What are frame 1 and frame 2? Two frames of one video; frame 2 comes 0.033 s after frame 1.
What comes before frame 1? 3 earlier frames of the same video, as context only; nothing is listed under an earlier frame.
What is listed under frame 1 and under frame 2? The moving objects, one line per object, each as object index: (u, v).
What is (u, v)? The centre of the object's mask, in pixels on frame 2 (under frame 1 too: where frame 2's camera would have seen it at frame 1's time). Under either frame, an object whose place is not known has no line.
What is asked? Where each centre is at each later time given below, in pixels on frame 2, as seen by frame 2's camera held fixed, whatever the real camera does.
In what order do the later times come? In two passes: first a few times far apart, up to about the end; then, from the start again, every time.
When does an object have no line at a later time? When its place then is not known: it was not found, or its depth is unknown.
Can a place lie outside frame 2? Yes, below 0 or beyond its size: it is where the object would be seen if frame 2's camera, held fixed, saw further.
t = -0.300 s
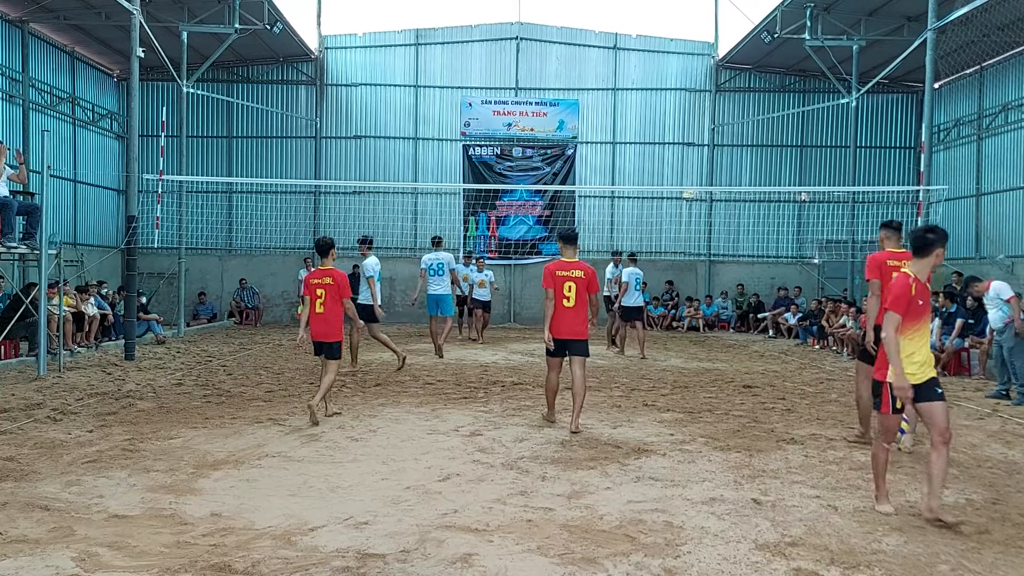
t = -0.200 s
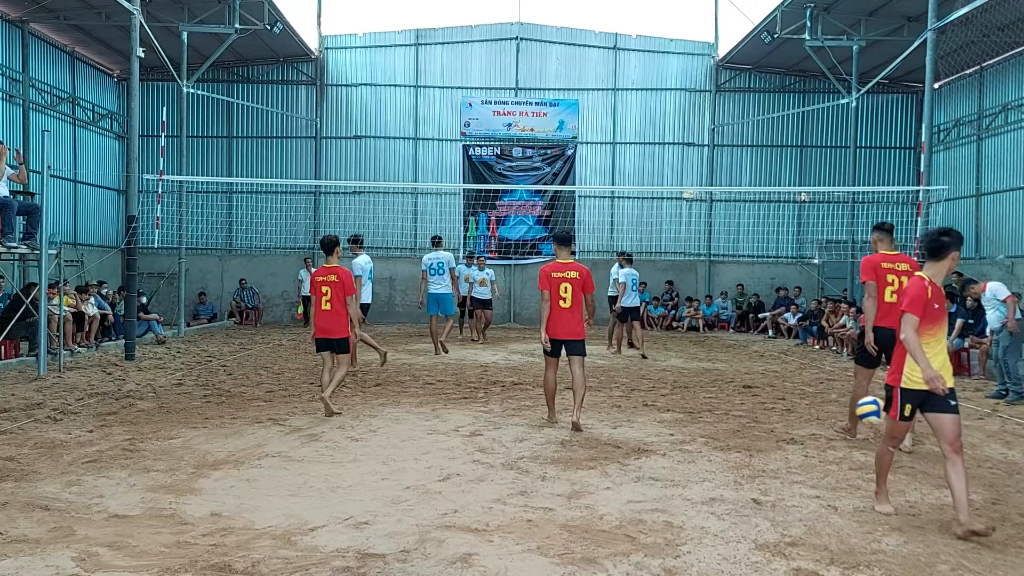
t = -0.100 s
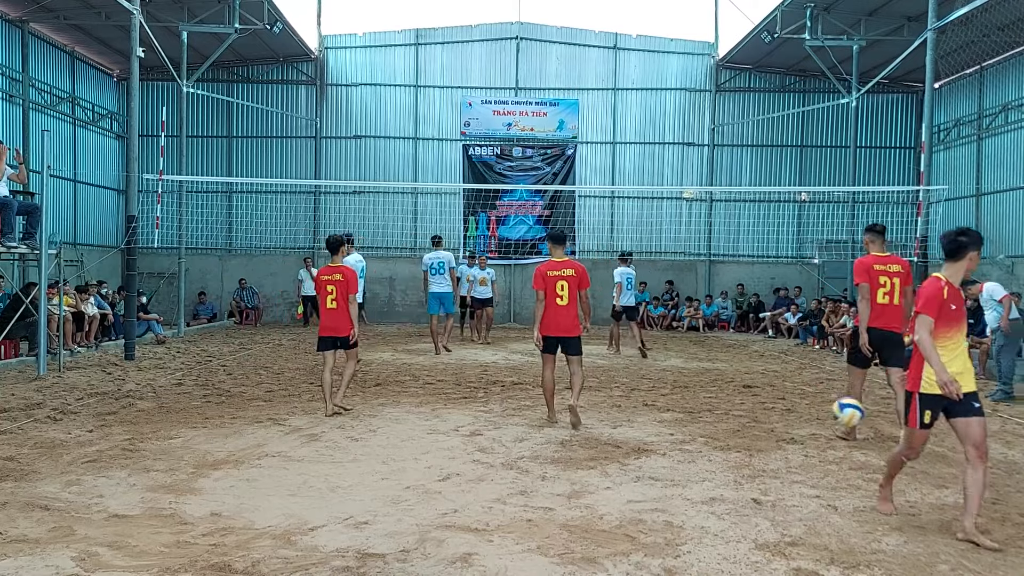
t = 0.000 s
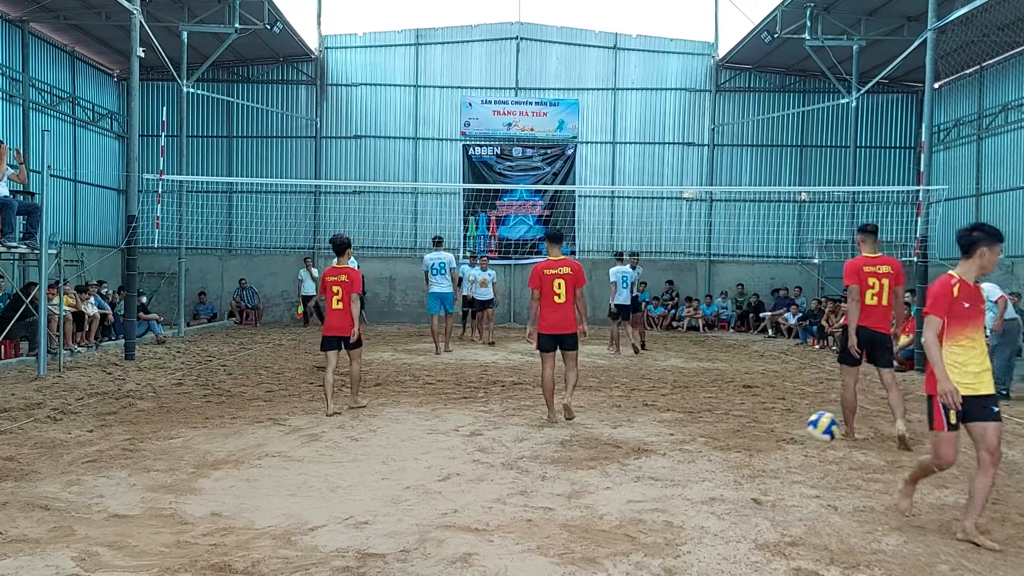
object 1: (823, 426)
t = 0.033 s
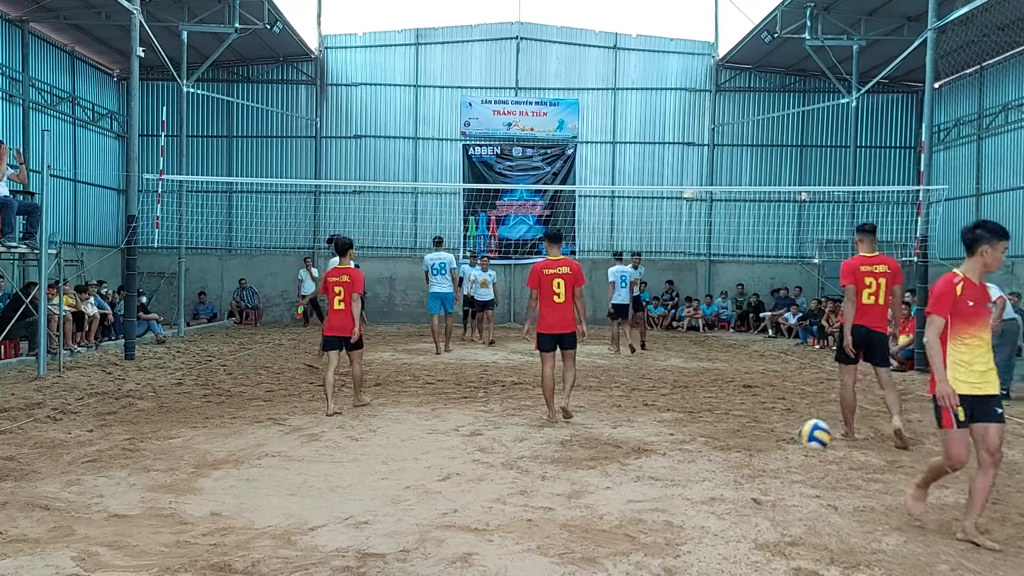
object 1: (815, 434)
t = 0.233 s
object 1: (762, 443)
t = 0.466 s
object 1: (706, 439)
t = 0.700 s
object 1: (645, 456)
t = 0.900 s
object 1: (586, 468)
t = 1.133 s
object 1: (518, 473)
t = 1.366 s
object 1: (450, 478)
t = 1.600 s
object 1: (383, 483)
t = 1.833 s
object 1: (317, 485)
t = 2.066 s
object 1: (255, 488)
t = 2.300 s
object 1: (197, 490)
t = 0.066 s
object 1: (806, 444)
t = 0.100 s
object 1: (794, 455)
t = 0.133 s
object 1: (786, 469)
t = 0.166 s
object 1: (778, 458)
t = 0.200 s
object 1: (770, 450)
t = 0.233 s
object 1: (762, 443)
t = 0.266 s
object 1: (756, 438)
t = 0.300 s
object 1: (748, 434)
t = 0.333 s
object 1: (740, 433)
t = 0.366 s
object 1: (731, 433)
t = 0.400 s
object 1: (723, 433)
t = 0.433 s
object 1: (715, 435)
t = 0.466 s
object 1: (706, 439)
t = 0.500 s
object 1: (698, 446)
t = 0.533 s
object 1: (690, 454)
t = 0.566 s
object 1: (682, 463)
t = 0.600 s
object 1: (673, 473)
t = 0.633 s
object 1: (663, 467)
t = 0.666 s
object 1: (653, 460)
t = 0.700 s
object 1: (645, 456)
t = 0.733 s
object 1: (635, 453)
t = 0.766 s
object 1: (625, 452)
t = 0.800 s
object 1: (615, 455)
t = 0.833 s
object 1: (606, 458)
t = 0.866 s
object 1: (597, 462)
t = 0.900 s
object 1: (586, 468)
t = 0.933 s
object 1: (577, 476)
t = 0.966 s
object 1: (566, 471)
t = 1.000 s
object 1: (557, 468)
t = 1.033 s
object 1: (548, 466)
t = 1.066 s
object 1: (538, 466)
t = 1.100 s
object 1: (528, 468)
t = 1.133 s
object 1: (518, 473)
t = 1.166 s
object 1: (508, 478)
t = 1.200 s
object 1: (499, 474)
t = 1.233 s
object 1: (489, 473)
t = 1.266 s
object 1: (479, 473)
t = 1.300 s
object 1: (470, 475)
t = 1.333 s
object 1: (460, 479)
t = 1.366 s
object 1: (450, 478)
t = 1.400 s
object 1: (440, 476)
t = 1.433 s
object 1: (431, 476)
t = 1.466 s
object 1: (421, 478)
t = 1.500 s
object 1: (412, 481)
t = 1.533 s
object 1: (402, 481)
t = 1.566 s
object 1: (393, 482)
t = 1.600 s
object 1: (383, 483)
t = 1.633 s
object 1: (374, 482)
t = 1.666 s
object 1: (364, 483)
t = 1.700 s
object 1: (355, 485)
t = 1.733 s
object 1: (346, 484)
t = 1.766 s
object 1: (336, 485)
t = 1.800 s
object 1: (327, 485)
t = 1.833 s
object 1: (317, 485)
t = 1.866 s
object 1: (309, 487)
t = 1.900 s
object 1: (300, 486)
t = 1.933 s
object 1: (290, 486)
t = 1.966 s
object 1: (282, 487)
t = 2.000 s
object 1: (273, 486)
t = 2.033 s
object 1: (264, 488)
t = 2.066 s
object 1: (255, 488)
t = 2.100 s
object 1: (247, 488)
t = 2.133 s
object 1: (239, 488)
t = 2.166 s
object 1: (230, 490)
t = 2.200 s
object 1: (222, 488)
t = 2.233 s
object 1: (214, 489)
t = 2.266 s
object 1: (205, 490)
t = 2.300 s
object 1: (197, 490)
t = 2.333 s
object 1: (189, 491)
